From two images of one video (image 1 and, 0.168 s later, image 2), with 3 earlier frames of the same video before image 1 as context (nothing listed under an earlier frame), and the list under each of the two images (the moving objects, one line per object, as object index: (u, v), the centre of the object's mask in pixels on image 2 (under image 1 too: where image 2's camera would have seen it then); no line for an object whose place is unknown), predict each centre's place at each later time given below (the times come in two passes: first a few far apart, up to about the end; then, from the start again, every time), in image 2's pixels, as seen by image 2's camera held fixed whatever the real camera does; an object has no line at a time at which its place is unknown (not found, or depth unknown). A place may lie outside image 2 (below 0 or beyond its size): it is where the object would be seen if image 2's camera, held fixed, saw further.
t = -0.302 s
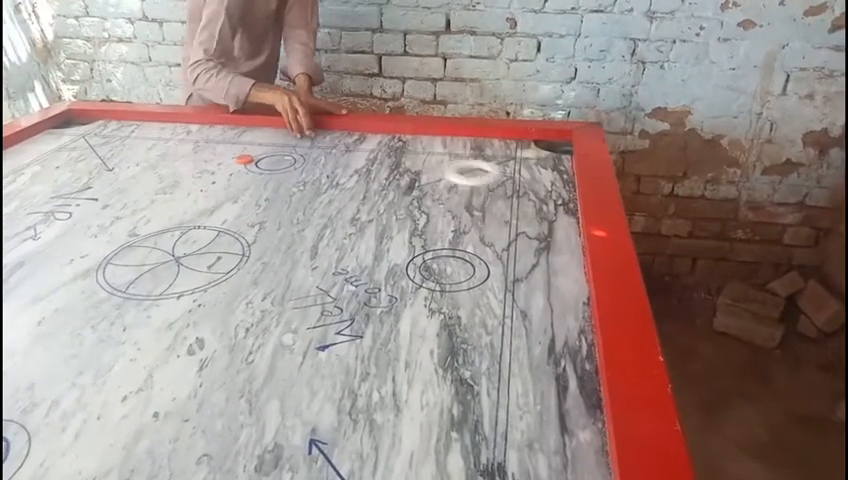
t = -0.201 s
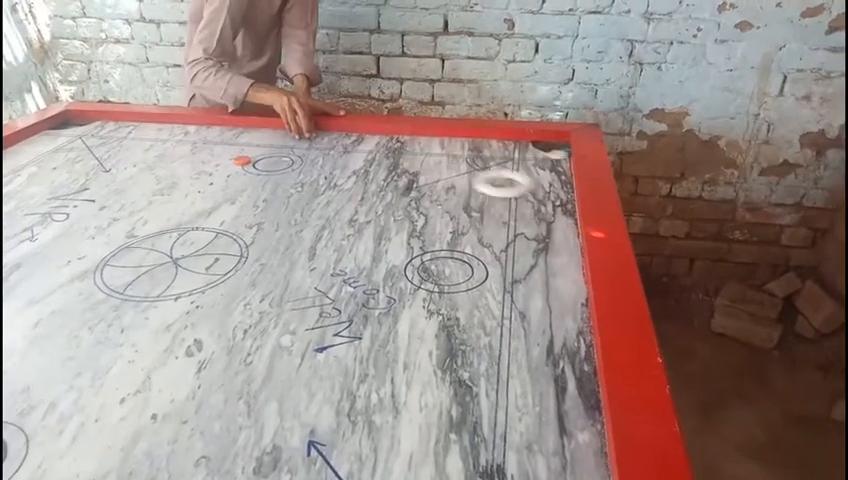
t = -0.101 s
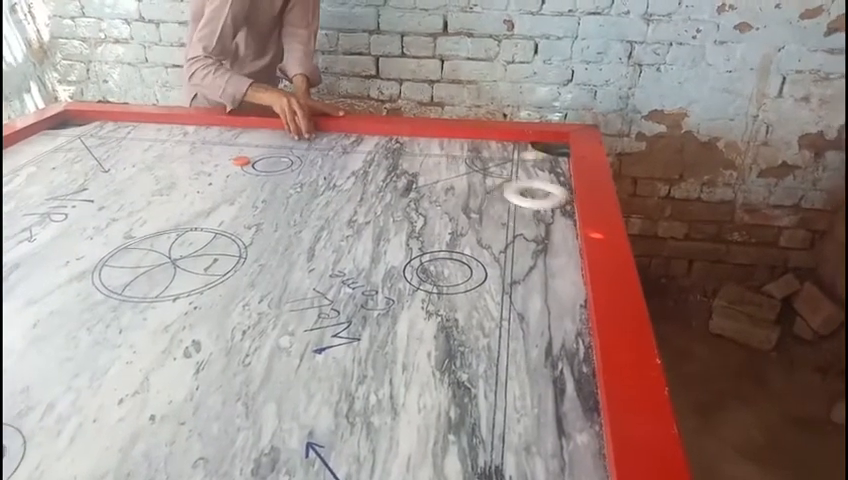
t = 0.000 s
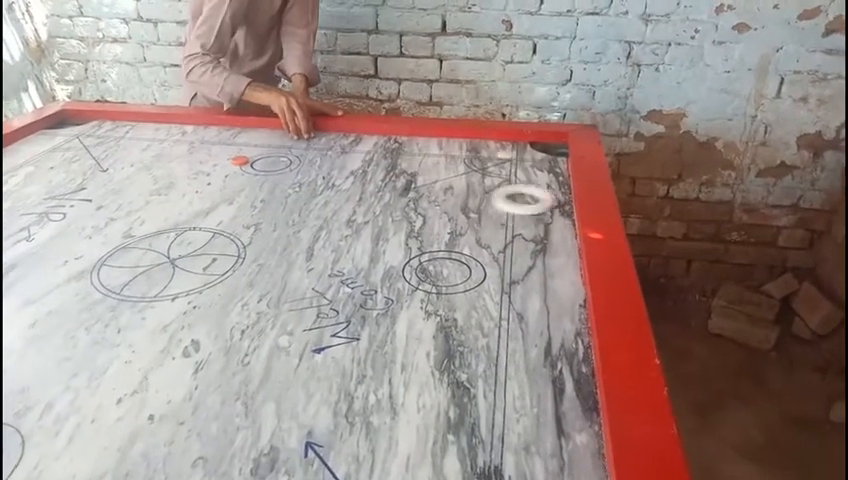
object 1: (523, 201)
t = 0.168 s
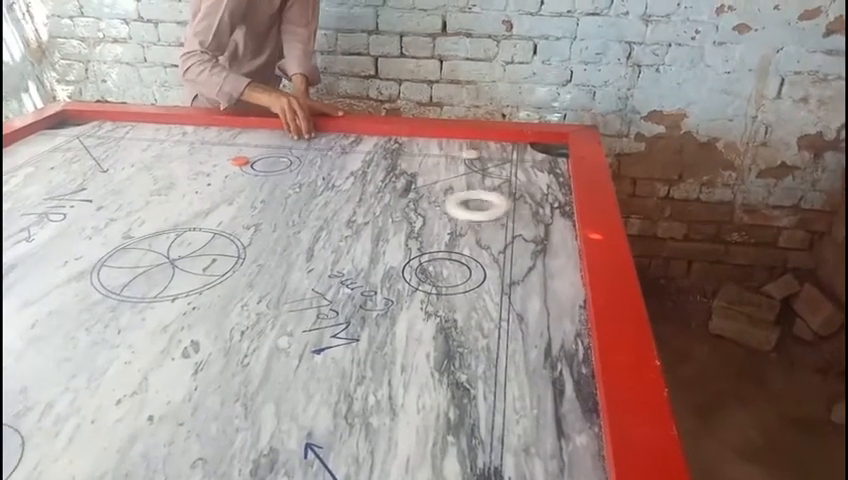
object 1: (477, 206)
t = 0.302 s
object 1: (442, 210)
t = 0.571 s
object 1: (377, 217)
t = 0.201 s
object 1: (468, 207)
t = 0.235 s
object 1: (460, 208)
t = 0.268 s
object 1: (451, 208)
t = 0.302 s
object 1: (442, 210)
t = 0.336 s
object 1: (434, 211)
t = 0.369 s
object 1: (425, 212)
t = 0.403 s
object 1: (416, 213)
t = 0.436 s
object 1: (408, 213)
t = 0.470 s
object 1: (400, 214)
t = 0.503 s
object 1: (392, 215)
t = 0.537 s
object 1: (384, 216)
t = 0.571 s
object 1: (377, 217)
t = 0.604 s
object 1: (369, 218)
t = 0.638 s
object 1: (360, 219)
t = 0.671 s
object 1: (353, 219)
